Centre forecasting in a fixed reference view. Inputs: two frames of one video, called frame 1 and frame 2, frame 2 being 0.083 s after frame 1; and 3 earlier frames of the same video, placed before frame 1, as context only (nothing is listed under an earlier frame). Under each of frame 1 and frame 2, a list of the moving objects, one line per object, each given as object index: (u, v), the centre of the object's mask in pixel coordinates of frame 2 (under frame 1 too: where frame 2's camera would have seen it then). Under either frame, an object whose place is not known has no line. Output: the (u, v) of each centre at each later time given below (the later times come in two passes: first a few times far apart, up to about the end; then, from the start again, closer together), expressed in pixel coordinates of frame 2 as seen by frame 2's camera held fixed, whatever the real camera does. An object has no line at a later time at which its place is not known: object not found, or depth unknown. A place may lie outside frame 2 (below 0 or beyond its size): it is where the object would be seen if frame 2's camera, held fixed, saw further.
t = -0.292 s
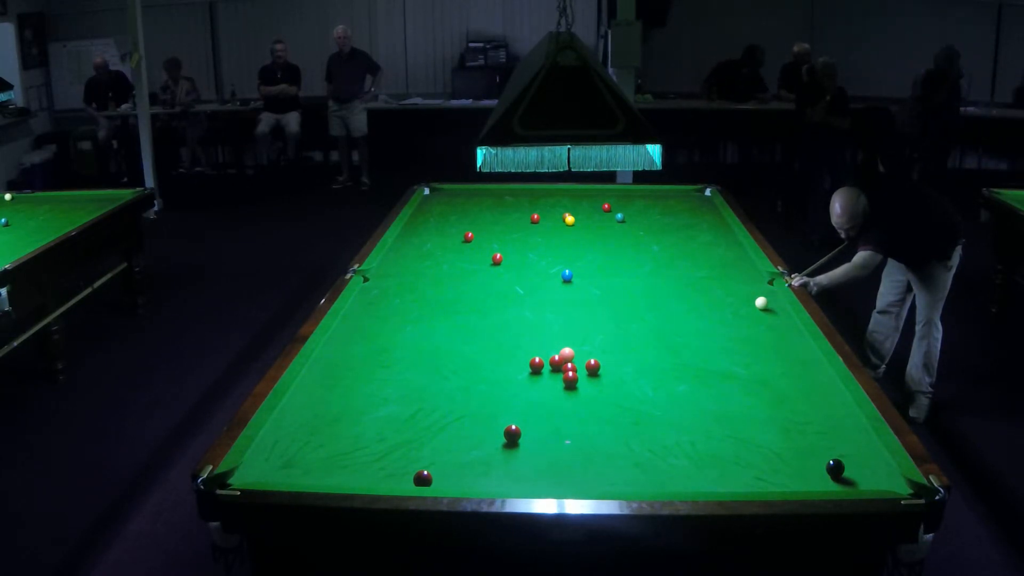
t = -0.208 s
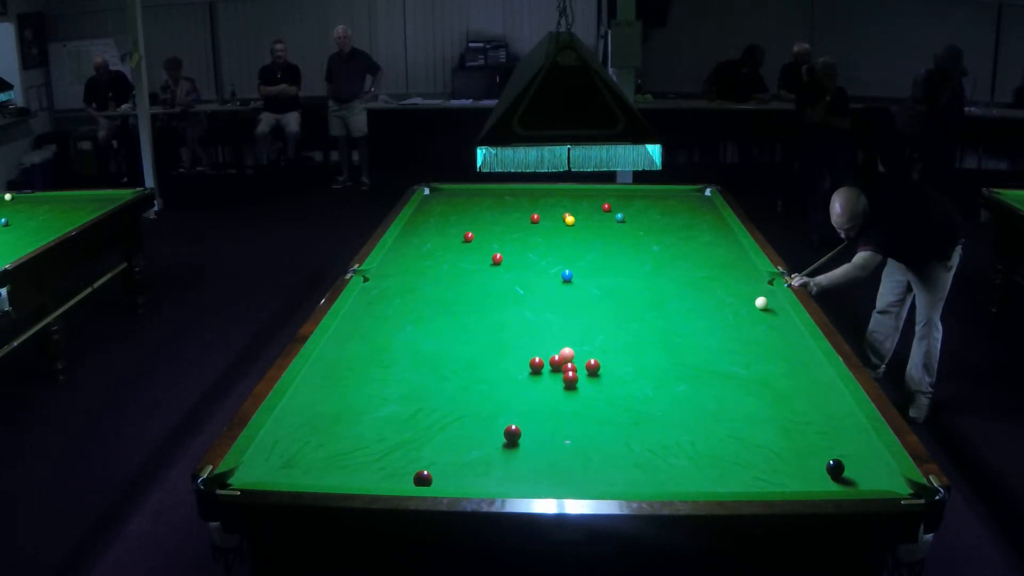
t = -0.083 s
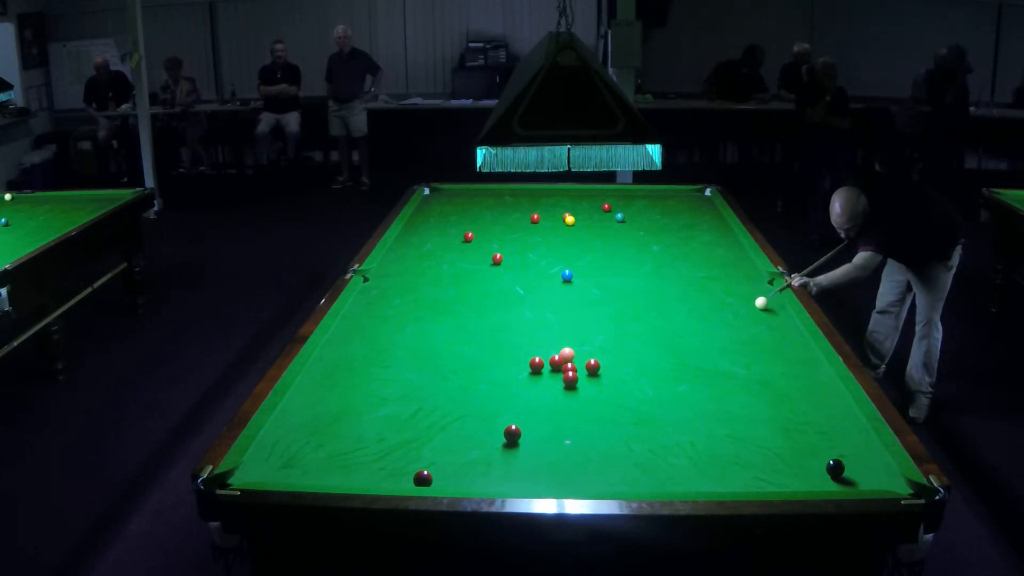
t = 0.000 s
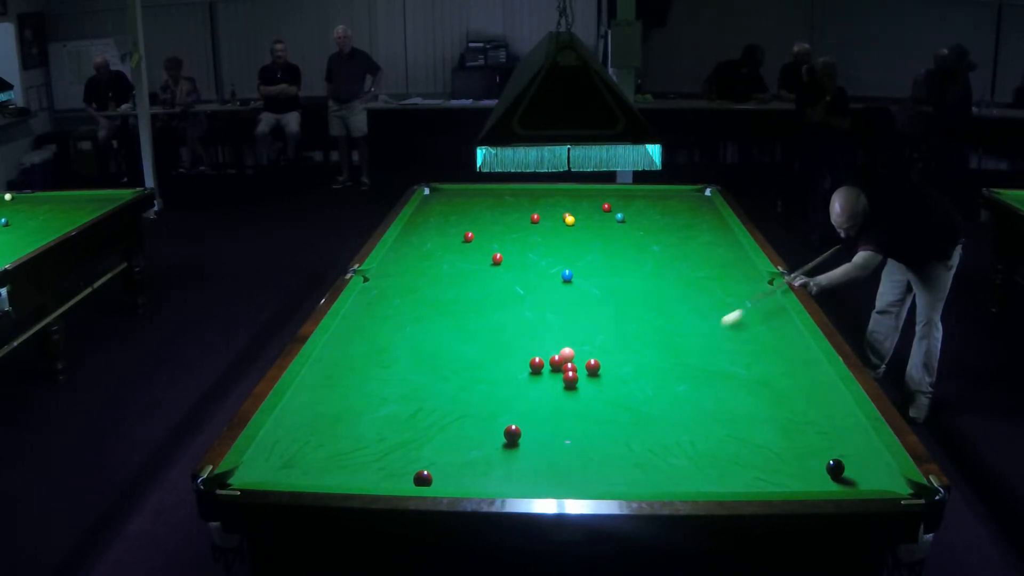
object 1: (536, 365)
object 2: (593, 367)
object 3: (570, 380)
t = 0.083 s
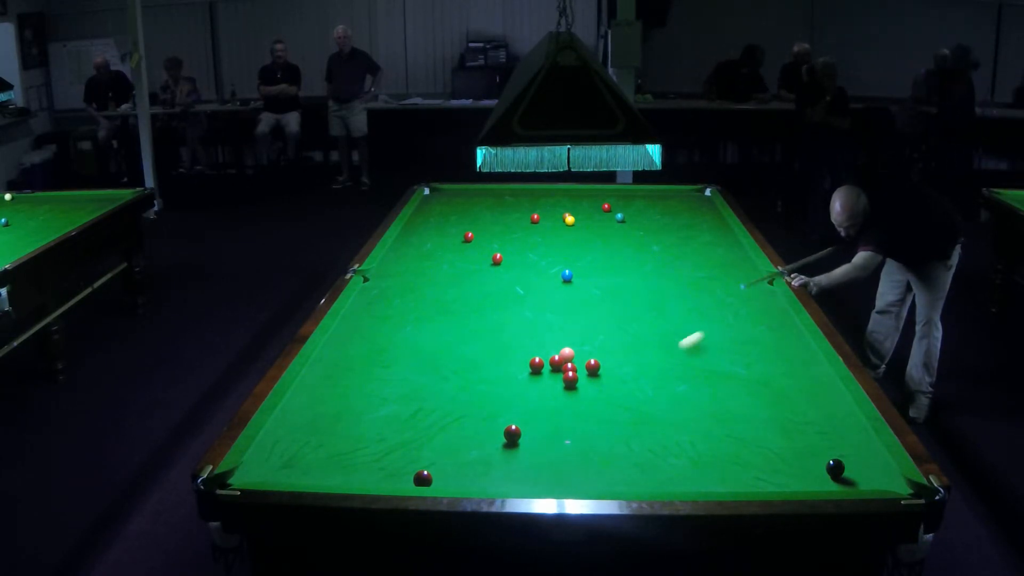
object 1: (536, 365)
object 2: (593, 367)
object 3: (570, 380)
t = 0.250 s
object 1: (536, 365)
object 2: (593, 367)
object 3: (570, 380)
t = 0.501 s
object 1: (536, 365)
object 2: (593, 367)
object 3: (570, 380)
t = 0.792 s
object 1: (536, 365)
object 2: (593, 367)
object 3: (570, 380)
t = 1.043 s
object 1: (527, 357)
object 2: (594, 365)
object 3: (587, 375)
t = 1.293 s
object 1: (503, 338)
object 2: (594, 364)
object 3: (610, 373)
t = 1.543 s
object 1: (483, 322)
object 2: (594, 360)
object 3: (630, 371)
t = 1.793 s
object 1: (465, 307)
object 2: (595, 358)
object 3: (648, 370)
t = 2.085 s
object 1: (447, 293)
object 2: (596, 356)
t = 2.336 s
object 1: (433, 282)
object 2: (597, 355)
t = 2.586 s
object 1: (421, 272)
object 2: (597, 355)
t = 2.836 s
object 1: (410, 264)
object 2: (596, 355)
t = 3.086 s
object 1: (400, 256)
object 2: (596, 355)
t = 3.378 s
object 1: (393, 249)
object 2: (596, 355)
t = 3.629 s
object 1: (402, 244)
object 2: (596, 355)
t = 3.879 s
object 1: (411, 240)
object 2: (596, 355)
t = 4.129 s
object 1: (419, 236)
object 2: (596, 355)
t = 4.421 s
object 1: (427, 232)
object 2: (596, 355)
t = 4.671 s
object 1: (433, 229)
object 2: (596, 355)
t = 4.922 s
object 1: (438, 227)
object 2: (596, 355)
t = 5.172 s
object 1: (442, 225)
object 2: (596, 355)
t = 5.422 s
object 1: (445, 224)
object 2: (596, 355)
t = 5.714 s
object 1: (449, 222)
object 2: (596, 355)
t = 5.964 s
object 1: (451, 221)
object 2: (596, 355)
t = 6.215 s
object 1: (453, 220)
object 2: (596, 355)
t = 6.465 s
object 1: (455, 220)
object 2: (596, 355)
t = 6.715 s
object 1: (456, 220)
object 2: (596, 355)
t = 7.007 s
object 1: (456, 220)
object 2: (596, 355)
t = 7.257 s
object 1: (456, 220)
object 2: (596, 355)
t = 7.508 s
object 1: (456, 220)
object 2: (596, 355)
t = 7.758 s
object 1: (456, 220)
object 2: (596, 355)
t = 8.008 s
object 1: (456, 220)
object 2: (596, 355)
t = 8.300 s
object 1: (456, 220)
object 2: (596, 355)
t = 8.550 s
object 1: (456, 220)
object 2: (596, 355)
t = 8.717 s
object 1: (456, 220)
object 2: (596, 355)
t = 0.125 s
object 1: (536, 365)
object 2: (593, 367)
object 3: (570, 380)
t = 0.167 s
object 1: (536, 365)
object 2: (593, 367)
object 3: (570, 380)
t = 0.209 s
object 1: (536, 365)
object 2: (593, 367)
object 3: (570, 380)
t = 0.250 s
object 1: (536, 365)
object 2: (593, 367)
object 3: (570, 380)
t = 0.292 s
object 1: (536, 365)
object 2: (593, 367)
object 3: (570, 380)
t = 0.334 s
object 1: (536, 365)
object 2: (593, 367)
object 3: (570, 380)
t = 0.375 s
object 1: (536, 365)
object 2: (593, 367)
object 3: (570, 380)
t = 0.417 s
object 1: (536, 365)
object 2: (593, 367)
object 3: (570, 380)
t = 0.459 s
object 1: (536, 365)
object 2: (593, 367)
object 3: (570, 380)
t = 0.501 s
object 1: (536, 365)
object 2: (593, 367)
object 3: (570, 380)
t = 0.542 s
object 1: (536, 365)
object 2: (593, 367)
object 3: (570, 380)
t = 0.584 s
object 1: (536, 365)
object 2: (593, 367)
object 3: (570, 380)
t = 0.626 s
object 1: (536, 365)
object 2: (593, 367)
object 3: (570, 380)
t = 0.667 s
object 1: (536, 365)
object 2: (593, 367)
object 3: (570, 380)
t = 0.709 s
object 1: (536, 365)
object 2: (593, 367)
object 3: (570, 380)
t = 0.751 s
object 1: (536, 365)
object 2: (593, 367)
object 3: (570, 380)
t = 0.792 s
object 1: (536, 365)
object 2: (593, 367)
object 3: (570, 380)
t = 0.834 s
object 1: (536, 365)
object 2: (593, 367)
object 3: (570, 380)
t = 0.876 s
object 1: (536, 365)
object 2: (593, 367)
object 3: (570, 380)
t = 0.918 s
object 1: (536, 365)
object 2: (593, 367)
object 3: (573, 378)
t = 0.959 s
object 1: (535, 364)
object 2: (593, 367)
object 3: (578, 377)
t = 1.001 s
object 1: (532, 361)
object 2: (593, 366)
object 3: (583, 376)
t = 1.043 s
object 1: (527, 357)
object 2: (594, 365)
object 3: (587, 375)
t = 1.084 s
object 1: (522, 353)
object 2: (593, 364)
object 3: (591, 374)
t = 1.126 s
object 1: (518, 350)
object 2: (592, 363)
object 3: (595, 373)
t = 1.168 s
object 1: (514, 347)
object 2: (592, 364)
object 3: (598, 373)
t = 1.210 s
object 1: (511, 344)
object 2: (592, 365)
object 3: (602, 373)
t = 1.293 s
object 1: (503, 338)
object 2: (594, 364)
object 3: (610, 373)
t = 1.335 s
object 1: (500, 335)
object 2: (594, 363)
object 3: (613, 372)
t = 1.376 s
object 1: (496, 332)
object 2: (594, 363)
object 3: (617, 372)
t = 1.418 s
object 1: (493, 329)
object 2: (594, 362)
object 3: (620, 372)
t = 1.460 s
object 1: (490, 327)
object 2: (594, 362)
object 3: (624, 372)
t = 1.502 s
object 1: (486, 324)
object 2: (594, 361)
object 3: (627, 372)
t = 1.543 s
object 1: (483, 322)
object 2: (594, 360)
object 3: (630, 371)
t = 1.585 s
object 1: (480, 319)
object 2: (594, 360)
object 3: (633, 371)
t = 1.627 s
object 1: (477, 317)
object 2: (595, 360)
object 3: (636, 371)
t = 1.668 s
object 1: (474, 314)
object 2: (595, 359)
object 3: (639, 371)
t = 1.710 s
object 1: (471, 312)
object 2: (595, 359)
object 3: (642, 370)
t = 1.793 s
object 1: (465, 307)
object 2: (595, 358)
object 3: (648, 370)
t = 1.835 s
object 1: (462, 305)
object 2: (595, 358)
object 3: (651, 370)
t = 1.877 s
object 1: (459, 303)
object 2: (595, 357)
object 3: (654, 370)
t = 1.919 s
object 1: (457, 301)
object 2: (596, 357)
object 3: (657, 369)
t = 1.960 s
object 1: (454, 299)
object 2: (596, 357)
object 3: (660, 369)
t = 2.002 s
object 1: (451, 297)
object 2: (596, 357)
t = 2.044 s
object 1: (449, 295)
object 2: (596, 356)
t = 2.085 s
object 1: (447, 293)
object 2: (596, 356)
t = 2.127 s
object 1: (444, 291)
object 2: (596, 356)
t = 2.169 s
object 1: (442, 289)
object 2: (596, 356)
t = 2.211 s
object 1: (440, 287)
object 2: (596, 355)
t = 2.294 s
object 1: (435, 284)
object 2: (597, 355)
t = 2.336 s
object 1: (433, 282)
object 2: (597, 355)
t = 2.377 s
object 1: (431, 280)
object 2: (597, 355)
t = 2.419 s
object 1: (429, 279)
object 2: (597, 355)
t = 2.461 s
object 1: (427, 277)
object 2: (597, 355)
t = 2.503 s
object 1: (424, 275)
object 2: (597, 355)
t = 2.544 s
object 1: (423, 274)
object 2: (597, 355)
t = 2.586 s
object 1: (421, 272)
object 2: (597, 355)
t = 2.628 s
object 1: (419, 271)
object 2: (597, 355)
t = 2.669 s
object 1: (417, 269)
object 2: (597, 355)
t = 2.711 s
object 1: (415, 268)
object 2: (597, 355)
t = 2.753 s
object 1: (413, 267)
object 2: (597, 355)
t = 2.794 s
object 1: (411, 265)
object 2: (597, 355)
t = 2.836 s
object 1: (410, 264)
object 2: (596, 355)
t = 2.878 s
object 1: (408, 262)
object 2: (596, 355)
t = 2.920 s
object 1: (406, 261)
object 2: (596, 355)
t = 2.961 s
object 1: (404, 260)
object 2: (596, 355)
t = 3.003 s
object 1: (403, 259)
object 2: (596, 355)
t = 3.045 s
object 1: (401, 257)
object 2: (596, 355)
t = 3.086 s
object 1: (400, 256)
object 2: (596, 355)
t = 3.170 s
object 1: (397, 254)
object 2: (596, 355)
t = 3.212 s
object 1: (395, 253)
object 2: (596, 355)
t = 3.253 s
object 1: (393, 251)
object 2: (596, 355)
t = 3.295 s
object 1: (392, 250)
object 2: (596, 355)
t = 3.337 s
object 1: (391, 249)
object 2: (596, 355)
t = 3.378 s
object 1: (393, 249)
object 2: (596, 355)
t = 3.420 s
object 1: (394, 248)
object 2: (596, 355)
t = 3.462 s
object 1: (396, 247)
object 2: (596, 355)
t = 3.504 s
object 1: (398, 246)
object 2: (596, 355)
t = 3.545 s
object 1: (399, 245)
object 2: (596, 355)
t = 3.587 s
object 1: (401, 244)
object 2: (596, 355)
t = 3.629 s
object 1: (402, 244)
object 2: (596, 355)
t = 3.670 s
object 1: (404, 243)
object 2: (596, 355)
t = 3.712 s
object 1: (406, 242)
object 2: (596, 355)
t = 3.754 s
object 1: (407, 242)
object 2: (596, 355)
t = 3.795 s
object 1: (408, 241)
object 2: (596, 355)
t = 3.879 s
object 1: (411, 240)
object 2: (596, 355)
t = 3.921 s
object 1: (413, 239)
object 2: (596, 355)
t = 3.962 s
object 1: (414, 238)
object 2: (596, 355)
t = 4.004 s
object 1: (415, 238)
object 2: (596, 355)
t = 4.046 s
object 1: (417, 237)
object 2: (596, 355)
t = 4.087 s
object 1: (418, 237)
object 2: (596, 355)
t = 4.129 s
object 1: (419, 236)
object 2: (596, 355)
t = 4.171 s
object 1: (420, 235)
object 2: (596, 355)
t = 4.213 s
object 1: (421, 235)
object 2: (596, 355)
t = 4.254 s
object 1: (422, 234)
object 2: (596, 355)
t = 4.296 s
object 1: (424, 234)
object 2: (596, 355)
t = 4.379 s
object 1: (426, 233)
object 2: (596, 355)
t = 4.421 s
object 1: (427, 232)
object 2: (596, 355)
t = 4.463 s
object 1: (428, 232)
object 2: (596, 355)
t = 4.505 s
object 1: (429, 231)
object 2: (596, 355)
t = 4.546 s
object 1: (430, 231)
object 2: (596, 355)
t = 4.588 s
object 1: (431, 230)
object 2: (596, 355)
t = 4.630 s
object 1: (432, 230)
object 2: (596, 355)
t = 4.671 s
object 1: (433, 229)
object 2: (596, 355)
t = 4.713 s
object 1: (434, 229)
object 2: (596, 355)
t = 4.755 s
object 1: (434, 229)
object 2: (596, 355)
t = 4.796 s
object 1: (435, 228)
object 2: (596, 355)
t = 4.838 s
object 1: (436, 228)
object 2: (596, 355)
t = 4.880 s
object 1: (437, 227)
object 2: (596, 355)
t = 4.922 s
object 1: (438, 227)
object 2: (596, 355)
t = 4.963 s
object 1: (438, 227)
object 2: (596, 355)
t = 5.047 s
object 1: (440, 226)
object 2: (596, 355)
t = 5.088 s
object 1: (441, 226)
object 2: (596, 355)
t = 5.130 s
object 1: (441, 226)
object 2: (596, 355)
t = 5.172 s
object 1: (442, 225)
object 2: (596, 355)
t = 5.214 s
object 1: (442, 225)
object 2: (596, 355)
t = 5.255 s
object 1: (443, 225)
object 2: (596, 355)
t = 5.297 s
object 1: (443, 224)
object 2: (596, 355)
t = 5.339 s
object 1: (444, 224)
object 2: (596, 355)
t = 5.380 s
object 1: (445, 224)
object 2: (596, 355)
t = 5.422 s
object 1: (445, 224)
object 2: (596, 355)
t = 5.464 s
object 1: (446, 223)
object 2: (596, 355)
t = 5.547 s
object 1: (447, 223)
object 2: (596, 355)
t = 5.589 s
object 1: (447, 223)
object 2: (596, 355)
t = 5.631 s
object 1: (448, 222)
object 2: (596, 355)
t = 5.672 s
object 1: (448, 222)
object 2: (596, 355)
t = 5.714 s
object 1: (449, 222)
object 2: (596, 355)
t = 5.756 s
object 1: (449, 222)
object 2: (596, 355)
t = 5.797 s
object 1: (450, 222)
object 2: (596, 355)
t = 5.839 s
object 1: (450, 222)
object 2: (596, 355)
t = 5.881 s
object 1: (451, 221)
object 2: (596, 355)
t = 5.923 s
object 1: (451, 221)
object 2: (596, 355)
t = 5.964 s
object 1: (451, 221)
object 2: (596, 355)
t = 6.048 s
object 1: (452, 221)
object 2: (596, 355)
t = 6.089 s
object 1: (452, 221)
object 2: (596, 355)
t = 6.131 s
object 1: (453, 221)
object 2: (596, 355)
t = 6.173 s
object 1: (453, 220)
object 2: (596, 355)
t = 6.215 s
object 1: (453, 220)
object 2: (596, 355)
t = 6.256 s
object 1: (453, 220)
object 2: (596, 355)
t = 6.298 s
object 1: (454, 220)
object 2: (596, 355)
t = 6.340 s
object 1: (454, 220)
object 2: (596, 355)
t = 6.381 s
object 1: (454, 220)
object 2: (596, 355)
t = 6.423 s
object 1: (455, 220)
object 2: (596, 355)
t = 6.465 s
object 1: (455, 220)
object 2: (596, 355)
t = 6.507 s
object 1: (455, 220)
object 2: (596, 355)
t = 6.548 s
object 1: (455, 220)
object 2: (596, 355)
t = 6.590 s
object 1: (455, 220)
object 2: (596, 355)
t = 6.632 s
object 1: (455, 220)
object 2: (596, 355)
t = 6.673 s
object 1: (456, 220)
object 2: (596, 355)
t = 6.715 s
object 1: (456, 220)
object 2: (596, 355)
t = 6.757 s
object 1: (456, 220)
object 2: (596, 355)
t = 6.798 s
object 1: (456, 220)
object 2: (596, 355)
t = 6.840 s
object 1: (456, 220)
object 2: (596, 355)
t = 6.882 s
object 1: (456, 220)
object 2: (596, 355)
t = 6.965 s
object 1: (456, 220)
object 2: (596, 355)
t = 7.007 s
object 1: (456, 220)
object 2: (596, 355)
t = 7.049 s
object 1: (456, 220)
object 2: (596, 355)
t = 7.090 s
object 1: (456, 220)
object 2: (596, 355)
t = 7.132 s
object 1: (456, 220)
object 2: (596, 355)
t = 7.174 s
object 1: (456, 220)
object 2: (596, 355)
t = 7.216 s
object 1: (456, 220)
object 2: (596, 355)
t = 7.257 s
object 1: (456, 220)
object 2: (596, 355)
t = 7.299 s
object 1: (456, 220)
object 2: (596, 355)
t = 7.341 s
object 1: (456, 220)
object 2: (596, 355)
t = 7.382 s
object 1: (456, 220)
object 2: (596, 355)
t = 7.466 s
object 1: (456, 220)
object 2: (596, 355)
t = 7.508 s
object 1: (456, 220)
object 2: (596, 355)
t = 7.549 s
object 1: (456, 220)
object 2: (596, 355)
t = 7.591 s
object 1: (456, 220)
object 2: (596, 355)
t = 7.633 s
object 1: (456, 220)
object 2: (596, 355)
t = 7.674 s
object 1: (456, 220)
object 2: (596, 355)
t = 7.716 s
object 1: (456, 220)
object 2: (596, 355)
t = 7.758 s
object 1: (456, 220)
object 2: (596, 355)
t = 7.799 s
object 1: (456, 220)
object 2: (596, 355)
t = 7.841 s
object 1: (456, 220)
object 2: (596, 355)
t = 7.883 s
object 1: (456, 220)
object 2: (596, 355)
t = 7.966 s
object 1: (456, 220)
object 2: (596, 355)
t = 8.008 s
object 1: (456, 220)
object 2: (596, 355)
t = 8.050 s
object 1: (456, 220)
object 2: (596, 355)
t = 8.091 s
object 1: (456, 220)
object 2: (596, 355)
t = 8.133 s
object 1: (456, 220)
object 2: (596, 355)
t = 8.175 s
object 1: (456, 220)
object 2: (596, 355)
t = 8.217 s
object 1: (456, 220)
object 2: (596, 355)
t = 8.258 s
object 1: (456, 220)
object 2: (596, 355)
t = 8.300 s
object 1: (456, 220)
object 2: (596, 355)
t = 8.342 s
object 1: (456, 220)
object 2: (596, 355)
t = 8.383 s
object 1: (456, 220)
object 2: (596, 355)
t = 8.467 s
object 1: (456, 220)
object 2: (596, 355)
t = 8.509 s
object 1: (456, 220)
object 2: (596, 355)
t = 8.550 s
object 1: (456, 220)
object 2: (596, 355)
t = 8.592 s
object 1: (456, 220)
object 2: (596, 355)
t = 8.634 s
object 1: (456, 220)
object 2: (596, 355)
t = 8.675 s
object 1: (456, 220)
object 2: (596, 355)
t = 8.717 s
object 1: (456, 220)
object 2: (596, 355)
